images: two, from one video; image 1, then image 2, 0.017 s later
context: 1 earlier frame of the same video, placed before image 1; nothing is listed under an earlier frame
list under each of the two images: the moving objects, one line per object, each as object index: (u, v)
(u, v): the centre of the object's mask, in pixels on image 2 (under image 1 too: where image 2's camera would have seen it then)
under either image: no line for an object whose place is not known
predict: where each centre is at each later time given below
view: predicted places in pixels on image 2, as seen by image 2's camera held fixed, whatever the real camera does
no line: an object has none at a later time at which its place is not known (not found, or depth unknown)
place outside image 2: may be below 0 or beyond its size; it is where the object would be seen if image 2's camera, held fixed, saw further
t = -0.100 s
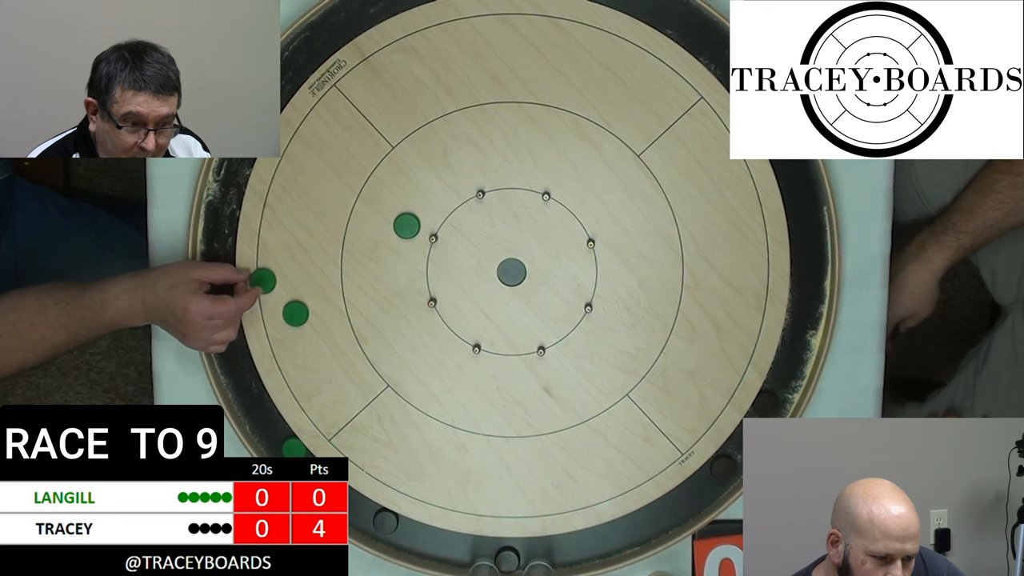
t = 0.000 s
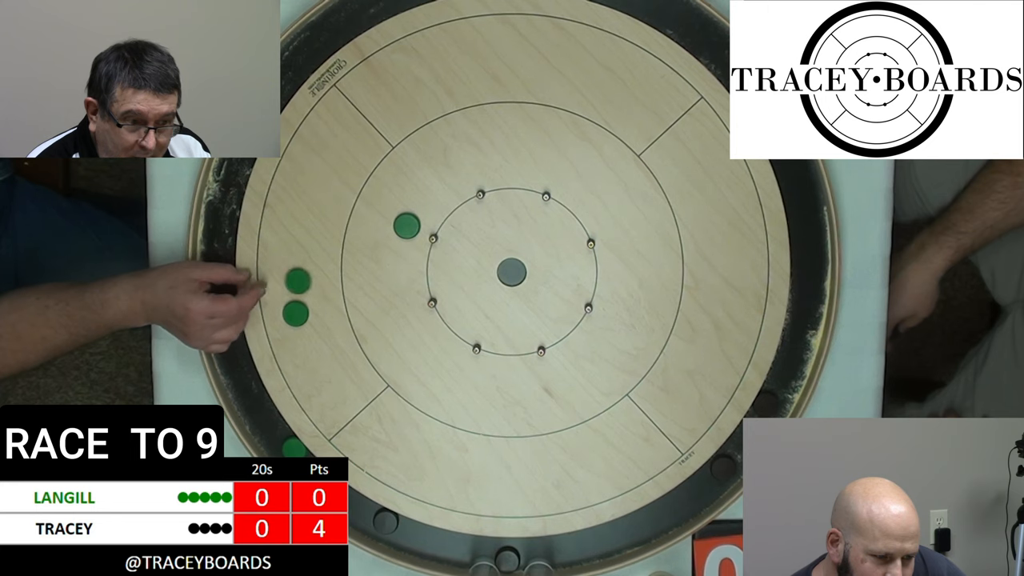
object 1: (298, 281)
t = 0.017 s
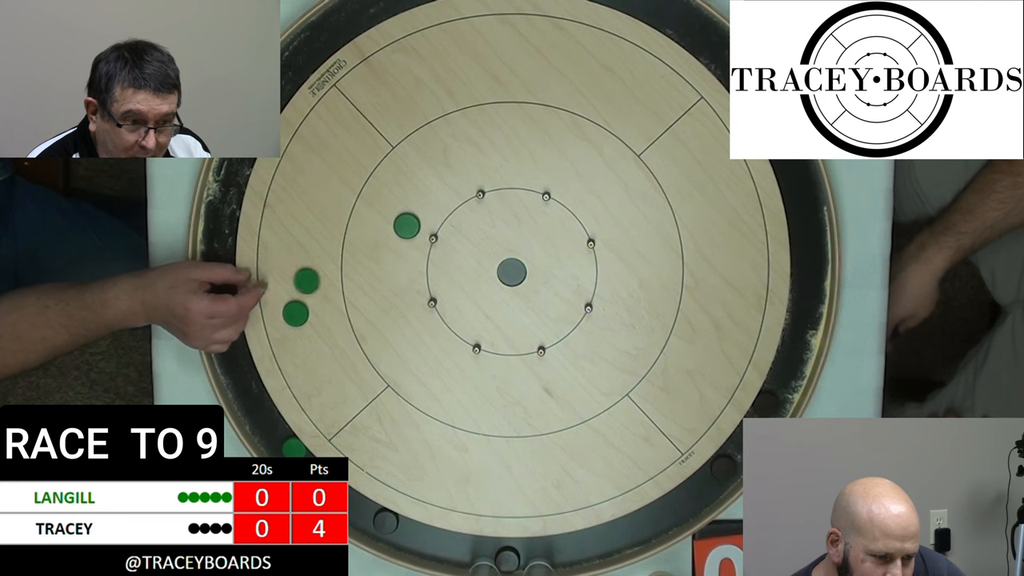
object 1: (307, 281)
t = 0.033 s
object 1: (316, 281)
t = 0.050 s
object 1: (325, 281)
